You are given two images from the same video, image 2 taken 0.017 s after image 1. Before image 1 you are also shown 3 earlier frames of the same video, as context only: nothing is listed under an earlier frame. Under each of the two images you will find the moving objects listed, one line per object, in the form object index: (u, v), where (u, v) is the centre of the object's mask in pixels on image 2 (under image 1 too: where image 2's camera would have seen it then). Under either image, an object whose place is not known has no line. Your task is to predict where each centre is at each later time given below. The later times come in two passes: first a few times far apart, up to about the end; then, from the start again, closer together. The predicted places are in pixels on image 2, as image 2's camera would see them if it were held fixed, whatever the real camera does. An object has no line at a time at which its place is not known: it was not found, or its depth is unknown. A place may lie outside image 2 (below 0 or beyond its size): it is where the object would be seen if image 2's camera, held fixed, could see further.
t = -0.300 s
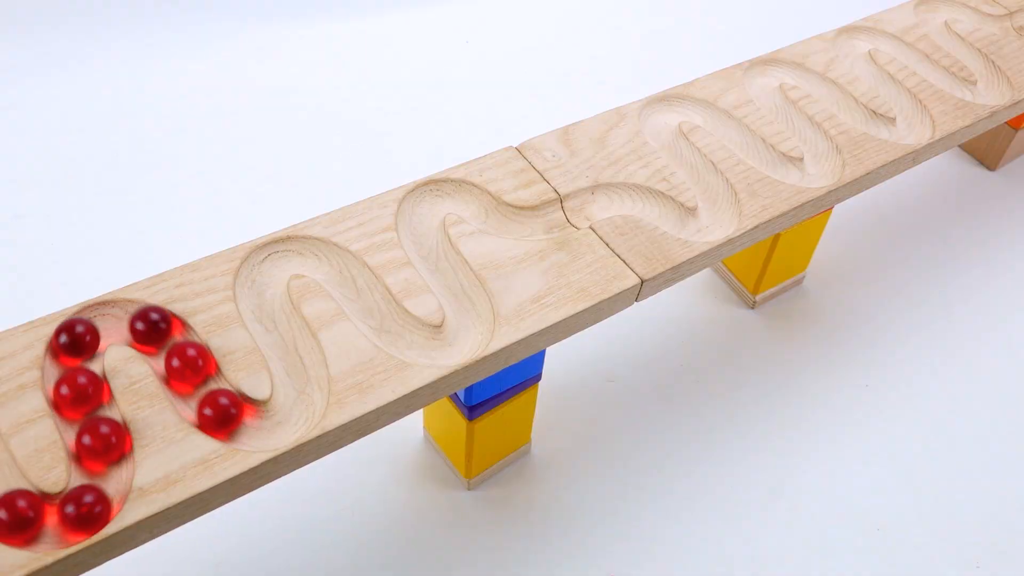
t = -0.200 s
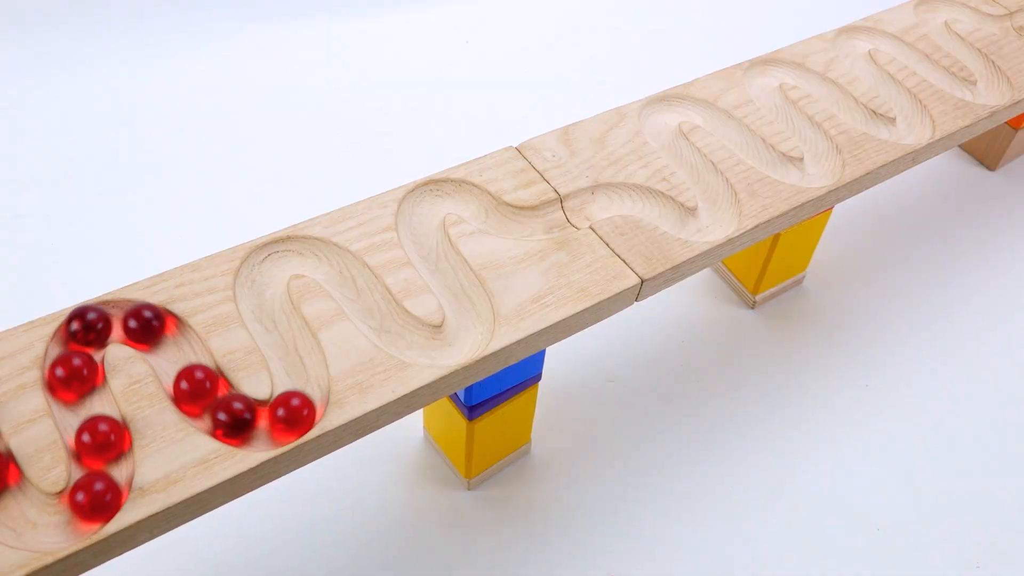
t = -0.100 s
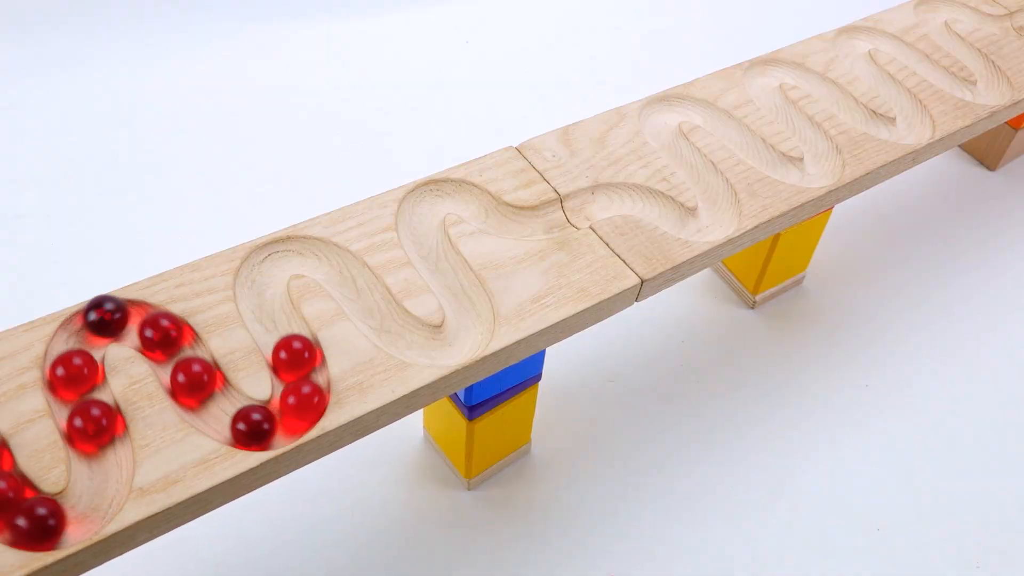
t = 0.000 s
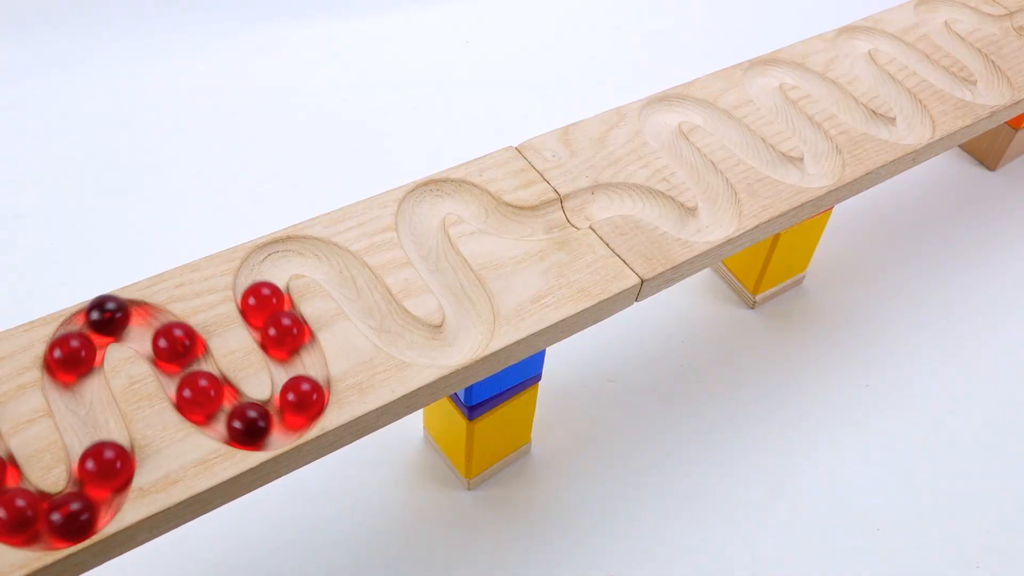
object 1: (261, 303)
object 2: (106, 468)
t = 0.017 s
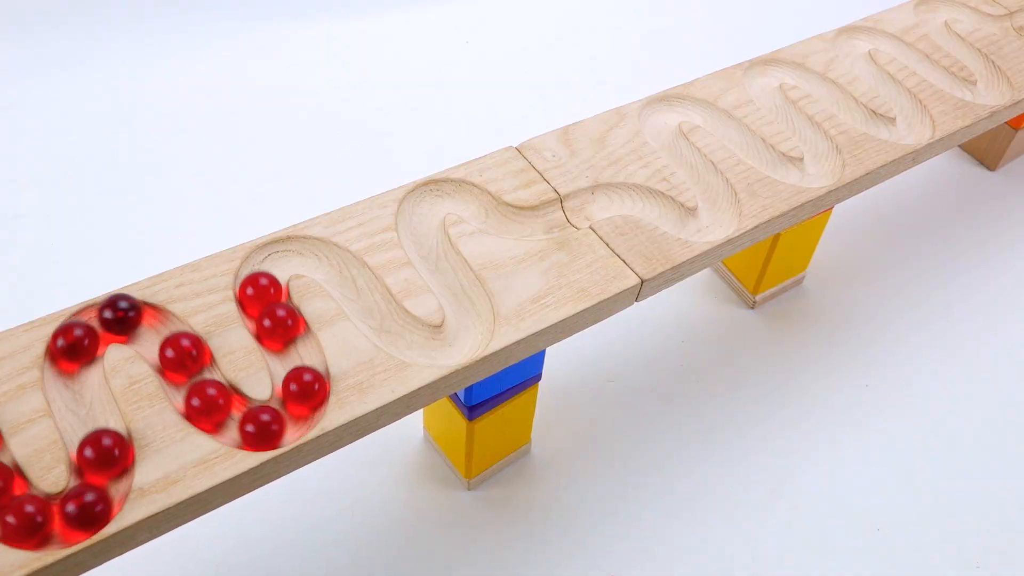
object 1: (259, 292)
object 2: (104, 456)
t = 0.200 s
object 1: (354, 280)
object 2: (83, 330)
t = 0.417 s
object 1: (473, 327)
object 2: (202, 397)
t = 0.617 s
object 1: (417, 219)
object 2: (297, 367)
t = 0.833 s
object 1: (525, 221)
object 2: (287, 250)
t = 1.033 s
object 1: (650, 198)
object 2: (400, 332)
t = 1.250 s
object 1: (711, 186)
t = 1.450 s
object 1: (659, 113)
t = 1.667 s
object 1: (759, 151)
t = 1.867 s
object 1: (818, 139)
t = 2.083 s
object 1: (775, 63)
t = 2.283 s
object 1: (876, 122)
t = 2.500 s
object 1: (888, 85)
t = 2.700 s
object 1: (868, 31)
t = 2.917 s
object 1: (969, 87)
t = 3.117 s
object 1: (962, 47)
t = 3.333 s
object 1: (964, 9)
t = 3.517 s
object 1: (1022, 18)
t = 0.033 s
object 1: (258, 282)
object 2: (100, 443)
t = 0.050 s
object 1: (260, 270)
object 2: (95, 431)
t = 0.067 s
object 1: (266, 261)
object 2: (91, 420)
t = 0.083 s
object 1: (277, 253)
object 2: (86, 408)
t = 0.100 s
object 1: (288, 250)
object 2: (81, 397)
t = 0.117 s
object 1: (301, 250)
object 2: (75, 387)
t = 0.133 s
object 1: (314, 252)
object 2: (70, 376)
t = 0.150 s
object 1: (325, 256)
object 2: (69, 366)
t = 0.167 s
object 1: (336, 262)
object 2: (72, 355)
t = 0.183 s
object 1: (346, 271)
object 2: (77, 344)
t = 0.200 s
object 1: (354, 280)
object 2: (83, 330)
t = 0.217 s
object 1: (360, 290)
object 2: (93, 320)
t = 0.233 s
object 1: (366, 298)
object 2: (104, 316)
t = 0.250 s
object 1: (373, 309)
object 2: (117, 317)
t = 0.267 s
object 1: (381, 317)
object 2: (130, 319)
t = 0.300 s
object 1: (399, 333)
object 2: (153, 328)
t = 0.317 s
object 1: (410, 339)
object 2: (163, 335)
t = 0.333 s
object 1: (421, 344)
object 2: (171, 344)
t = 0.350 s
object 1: (434, 346)
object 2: (177, 354)
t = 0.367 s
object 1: (446, 346)
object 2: (184, 364)
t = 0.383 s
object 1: (457, 342)
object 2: (190, 375)
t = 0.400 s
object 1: (467, 336)
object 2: (195, 387)
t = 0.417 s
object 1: (473, 327)
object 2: (202, 397)
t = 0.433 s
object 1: (473, 321)
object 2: (210, 404)
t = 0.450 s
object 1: (472, 310)
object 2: (221, 413)
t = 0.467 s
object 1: (469, 299)
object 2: (234, 419)
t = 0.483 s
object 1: (462, 290)
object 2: (250, 425)
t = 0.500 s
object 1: (455, 282)
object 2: (264, 427)
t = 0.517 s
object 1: (447, 273)
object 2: (278, 423)
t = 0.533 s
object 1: (440, 264)
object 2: (288, 418)
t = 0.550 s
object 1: (433, 256)
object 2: (295, 412)
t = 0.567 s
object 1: (429, 247)
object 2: (302, 401)
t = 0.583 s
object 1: (425, 237)
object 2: (305, 388)
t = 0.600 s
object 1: (421, 228)
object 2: (303, 377)
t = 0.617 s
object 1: (417, 219)
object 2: (297, 367)
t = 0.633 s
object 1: (418, 210)
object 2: (295, 357)
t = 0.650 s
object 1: (422, 203)
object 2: (290, 346)
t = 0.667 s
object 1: (430, 196)
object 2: (284, 337)
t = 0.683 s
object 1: (441, 192)
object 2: (279, 328)
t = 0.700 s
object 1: (452, 190)
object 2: (272, 318)
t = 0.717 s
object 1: (463, 192)
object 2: (267, 310)
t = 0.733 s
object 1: (473, 197)
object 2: (263, 301)
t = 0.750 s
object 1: (481, 204)
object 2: (261, 290)
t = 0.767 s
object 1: (488, 212)
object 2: (259, 280)
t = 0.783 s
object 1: (496, 217)
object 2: (260, 269)
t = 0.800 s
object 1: (505, 220)
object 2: (266, 260)
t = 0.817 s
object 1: (515, 221)
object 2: (275, 254)
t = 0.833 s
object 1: (525, 221)
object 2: (287, 250)
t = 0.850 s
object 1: (537, 221)
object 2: (299, 249)
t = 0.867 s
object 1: (548, 220)
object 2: (312, 252)
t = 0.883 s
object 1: (559, 218)
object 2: (324, 257)
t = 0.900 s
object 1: (567, 216)
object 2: (335, 263)
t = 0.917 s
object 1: (574, 210)
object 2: (345, 272)
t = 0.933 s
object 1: (581, 205)
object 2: (354, 281)
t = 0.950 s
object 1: (591, 203)
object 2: (361, 291)
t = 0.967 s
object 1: (602, 201)
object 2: (368, 301)
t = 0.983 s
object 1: (614, 198)
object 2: (373, 311)
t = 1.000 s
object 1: (626, 196)
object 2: (381, 319)
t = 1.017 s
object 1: (638, 196)
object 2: (390, 326)
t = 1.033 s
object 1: (650, 198)
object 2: (400, 332)
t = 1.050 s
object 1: (661, 204)
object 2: (413, 339)
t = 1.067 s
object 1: (672, 212)
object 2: (426, 344)
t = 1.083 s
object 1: (681, 220)
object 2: (438, 346)
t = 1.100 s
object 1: (691, 223)
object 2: (448, 345)
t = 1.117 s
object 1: (700, 223)
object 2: (458, 341)
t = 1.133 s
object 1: (708, 223)
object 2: (467, 335)
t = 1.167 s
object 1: (717, 219)
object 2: (472, 318)
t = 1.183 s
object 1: (721, 213)
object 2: (470, 307)
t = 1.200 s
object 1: (724, 206)
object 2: (465, 297)
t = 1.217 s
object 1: (723, 198)
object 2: (459, 288)
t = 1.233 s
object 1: (718, 192)
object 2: (452, 279)
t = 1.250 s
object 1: (711, 186)
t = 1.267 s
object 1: (705, 179)
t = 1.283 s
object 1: (700, 173)
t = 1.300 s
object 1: (695, 166)
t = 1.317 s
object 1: (689, 160)
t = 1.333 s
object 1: (682, 153)
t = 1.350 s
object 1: (675, 147)
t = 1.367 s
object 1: (668, 141)
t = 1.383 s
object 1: (664, 135)
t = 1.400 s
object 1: (660, 130)
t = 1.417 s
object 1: (658, 124)
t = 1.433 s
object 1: (658, 119)
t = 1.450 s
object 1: (659, 113)
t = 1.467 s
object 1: (662, 107)
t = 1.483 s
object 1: (671, 103)
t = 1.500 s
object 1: (680, 103)
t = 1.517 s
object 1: (688, 104)
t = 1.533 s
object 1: (697, 106)
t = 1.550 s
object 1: (705, 110)
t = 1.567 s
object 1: (713, 116)
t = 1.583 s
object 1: (721, 121)
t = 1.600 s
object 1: (730, 127)
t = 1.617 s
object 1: (738, 132)
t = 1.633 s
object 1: (745, 139)
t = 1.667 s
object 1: (759, 151)
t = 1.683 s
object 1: (767, 157)
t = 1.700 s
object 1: (775, 162)
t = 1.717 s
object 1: (784, 166)
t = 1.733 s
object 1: (794, 170)
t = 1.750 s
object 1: (804, 171)
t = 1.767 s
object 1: (813, 172)
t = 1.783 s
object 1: (821, 170)
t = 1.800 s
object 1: (826, 167)
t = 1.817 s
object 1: (830, 161)
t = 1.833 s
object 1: (830, 152)
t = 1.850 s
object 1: (824, 143)
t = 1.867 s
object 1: (818, 139)
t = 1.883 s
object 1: (811, 134)
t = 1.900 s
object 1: (803, 128)
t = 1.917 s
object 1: (795, 122)
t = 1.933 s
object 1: (788, 116)
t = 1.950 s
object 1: (782, 110)
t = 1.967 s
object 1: (776, 103)
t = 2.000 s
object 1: (765, 90)
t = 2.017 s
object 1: (761, 84)
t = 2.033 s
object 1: (759, 77)
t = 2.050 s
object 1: (760, 70)
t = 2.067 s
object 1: (765, 66)
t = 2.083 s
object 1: (775, 63)
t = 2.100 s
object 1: (785, 64)
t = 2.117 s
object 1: (794, 67)
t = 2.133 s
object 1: (803, 73)
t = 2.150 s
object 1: (812, 79)
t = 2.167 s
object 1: (821, 85)
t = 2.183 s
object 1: (831, 91)
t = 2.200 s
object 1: (840, 97)
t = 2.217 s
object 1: (848, 103)
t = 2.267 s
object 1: (869, 118)
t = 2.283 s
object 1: (876, 122)
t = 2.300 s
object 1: (885, 125)
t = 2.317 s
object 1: (895, 128)
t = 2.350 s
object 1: (913, 129)
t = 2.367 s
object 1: (917, 127)
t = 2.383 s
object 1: (917, 125)
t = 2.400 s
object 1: (917, 120)
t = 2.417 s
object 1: (917, 112)
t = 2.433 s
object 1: (914, 104)
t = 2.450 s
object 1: (908, 100)
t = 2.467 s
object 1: (902, 96)
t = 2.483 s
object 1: (895, 91)
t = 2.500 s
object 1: (888, 85)
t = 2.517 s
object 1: (882, 80)
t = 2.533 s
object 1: (876, 74)
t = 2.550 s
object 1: (870, 69)
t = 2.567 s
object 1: (864, 64)
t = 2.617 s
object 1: (851, 49)
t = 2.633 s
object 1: (851, 46)
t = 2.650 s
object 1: (851, 41)
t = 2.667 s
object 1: (853, 35)
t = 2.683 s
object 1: (859, 31)
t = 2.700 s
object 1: (868, 31)
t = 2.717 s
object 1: (875, 34)
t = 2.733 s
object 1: (883, 37)
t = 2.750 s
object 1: (891, 40)
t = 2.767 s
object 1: (899, 44)
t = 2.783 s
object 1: (907, 49)
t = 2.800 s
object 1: (914, 55)
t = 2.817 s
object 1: (921, 60)
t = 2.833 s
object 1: (929, 65)
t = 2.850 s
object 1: (936, 70)
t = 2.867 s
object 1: (944, 75)
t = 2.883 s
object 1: (952, 80)
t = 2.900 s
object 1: (961, 84)
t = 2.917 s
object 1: (969, 87)
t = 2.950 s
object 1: (986, 91)
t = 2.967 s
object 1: (993, 91)
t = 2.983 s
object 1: (998, 89)
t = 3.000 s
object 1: (999, 86)
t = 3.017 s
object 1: (999, 80)
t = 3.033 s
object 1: (996, 72)
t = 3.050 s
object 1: (989, 67)
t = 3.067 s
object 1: (984, 64)
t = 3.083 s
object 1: (977, 59)
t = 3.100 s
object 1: (970, 52)
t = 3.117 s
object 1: (962, 47)
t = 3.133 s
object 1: (955, 41)
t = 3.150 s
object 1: (949, 36)
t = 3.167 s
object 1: (942, 31)
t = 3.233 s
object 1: (929, 13)
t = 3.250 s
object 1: (929, 11)
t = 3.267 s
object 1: (932, 7)
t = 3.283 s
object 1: (940, 5)
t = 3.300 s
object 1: (950, 6)
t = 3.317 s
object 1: (956, 8)
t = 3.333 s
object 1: (964, 9)
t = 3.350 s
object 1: (973, 12)
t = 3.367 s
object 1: (981, 16)
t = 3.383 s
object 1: (990, 20)
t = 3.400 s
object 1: (998, 22)
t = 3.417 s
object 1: (1004, 23)
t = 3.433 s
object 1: (1009, 24)
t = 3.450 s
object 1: (1012, 24)
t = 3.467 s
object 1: (1015, 23)
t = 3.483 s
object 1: (1017, 23)
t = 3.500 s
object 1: (1020, 22)
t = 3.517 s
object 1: (1022, 18)
